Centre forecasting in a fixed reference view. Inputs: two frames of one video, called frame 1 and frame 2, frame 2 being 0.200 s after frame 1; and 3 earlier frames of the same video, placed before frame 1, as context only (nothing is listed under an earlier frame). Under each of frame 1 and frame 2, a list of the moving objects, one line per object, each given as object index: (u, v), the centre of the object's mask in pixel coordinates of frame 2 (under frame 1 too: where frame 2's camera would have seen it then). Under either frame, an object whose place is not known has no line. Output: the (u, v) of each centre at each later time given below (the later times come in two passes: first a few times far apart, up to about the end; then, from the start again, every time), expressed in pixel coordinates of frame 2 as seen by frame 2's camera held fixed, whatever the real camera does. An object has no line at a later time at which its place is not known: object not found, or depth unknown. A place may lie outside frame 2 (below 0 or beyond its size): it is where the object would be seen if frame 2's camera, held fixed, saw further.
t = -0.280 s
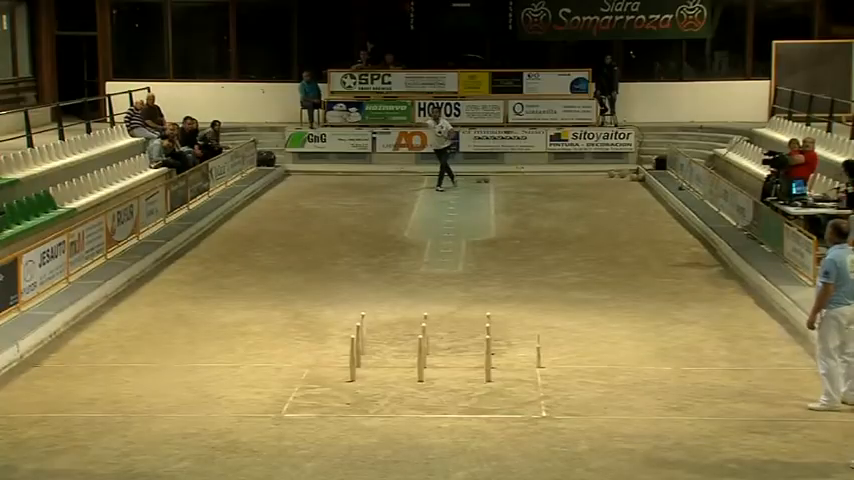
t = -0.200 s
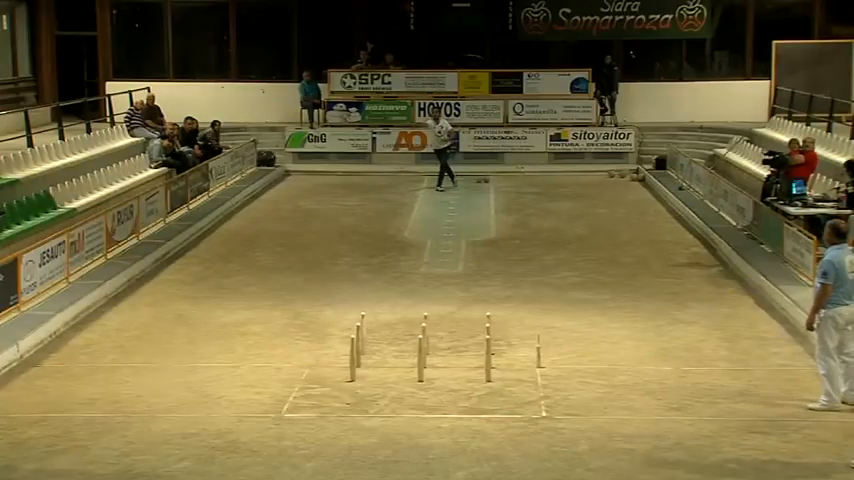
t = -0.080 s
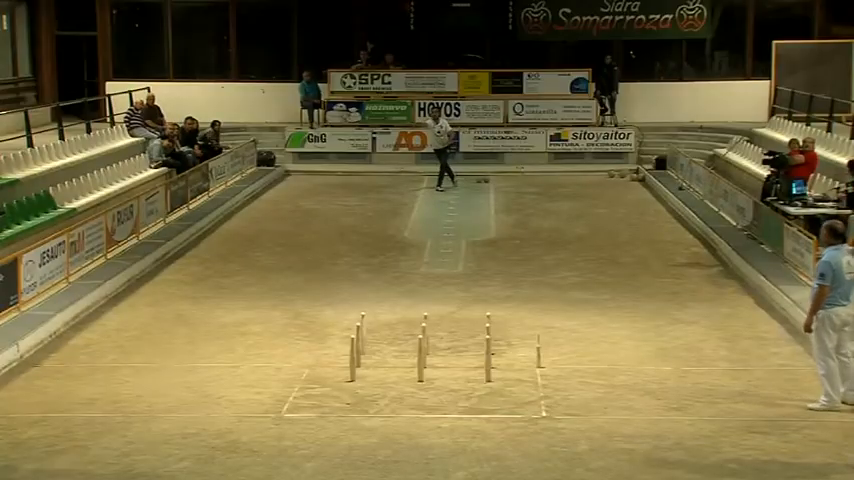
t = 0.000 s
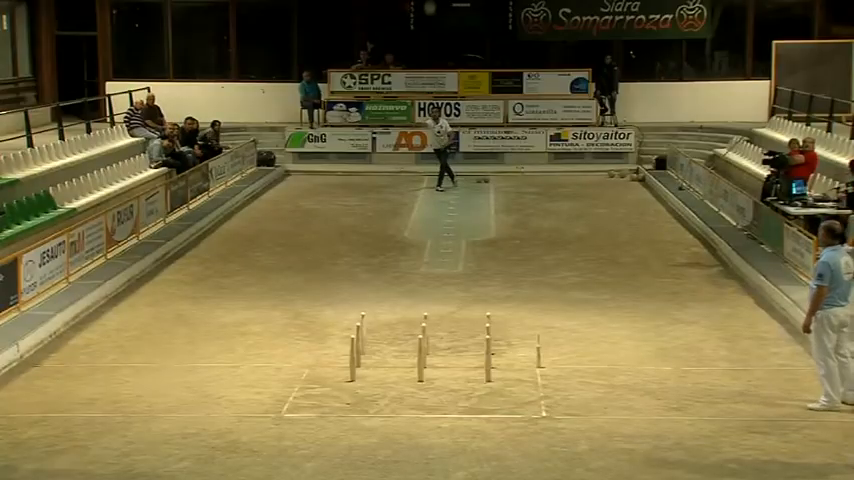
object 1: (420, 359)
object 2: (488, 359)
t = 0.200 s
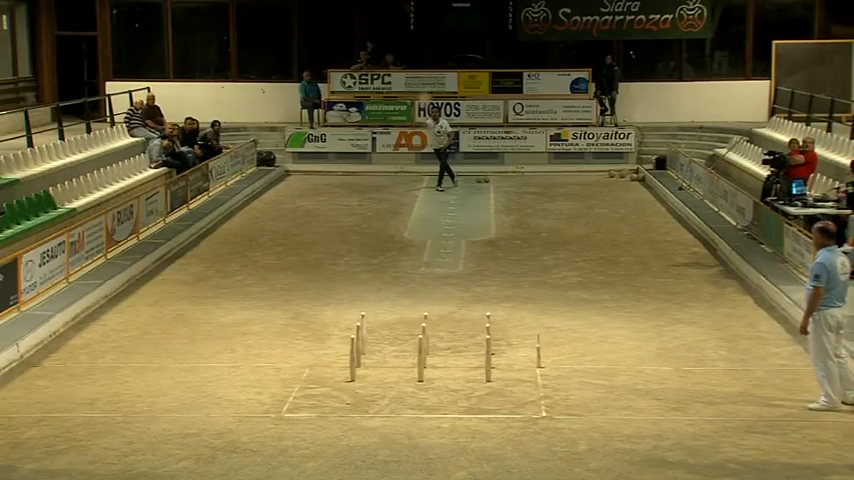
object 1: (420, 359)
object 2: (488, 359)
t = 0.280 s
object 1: (420, 359)
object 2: (488, 359)
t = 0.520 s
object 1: (420, 359)
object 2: (488, 359)
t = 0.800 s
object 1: (420, 360)
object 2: (488, 359)
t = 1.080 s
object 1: (426, 361)
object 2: (499, 375)
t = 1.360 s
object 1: (455, 392)
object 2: (513, 383)
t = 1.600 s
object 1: (456, 397)
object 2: (513, 383)
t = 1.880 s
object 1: (448, 398)
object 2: (512, 383)
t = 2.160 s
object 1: (444, 399)
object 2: (512, 383)
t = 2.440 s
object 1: (444, 399)
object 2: (512, 383)
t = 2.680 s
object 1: (444, 399)
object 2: (512, 383)
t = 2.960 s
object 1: (444, 399)
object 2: (512, 383)
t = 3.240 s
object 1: (444, 399)
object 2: (512, 383)
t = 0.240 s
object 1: (420, 359)
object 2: (488, 359)
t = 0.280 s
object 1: (420, 359)
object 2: (488, 359)
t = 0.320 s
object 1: (420, 359)
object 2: (488, 359)
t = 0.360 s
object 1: (420, 359)
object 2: (488, 359)
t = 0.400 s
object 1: (420, 359)
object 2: (488, 359)
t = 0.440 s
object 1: (420, 359)
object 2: (488, 359)
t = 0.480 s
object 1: (420, 359)
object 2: (488, 359)
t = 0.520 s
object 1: (420, 359)
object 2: (488, 359)
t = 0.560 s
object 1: (420, 359)
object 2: (488, 359)
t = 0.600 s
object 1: (420, 360)
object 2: (488, 358)
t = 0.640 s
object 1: (420, 359)
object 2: (488, 358)
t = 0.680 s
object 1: (420, 360)
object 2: (488, 359)
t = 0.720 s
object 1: (420, 359)
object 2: (488, 359)
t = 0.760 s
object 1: (420, 359)
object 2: (488, 359)
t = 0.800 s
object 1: (420, 360)
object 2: (488, 359)
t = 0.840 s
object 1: (420, 359)
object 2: (488, 358)
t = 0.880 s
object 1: (420, 359)
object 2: (488, 359)
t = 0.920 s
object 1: (420, 363)
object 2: (488, 359)
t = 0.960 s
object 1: (420, 360)
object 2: (489, 359)
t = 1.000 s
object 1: (420, 359)
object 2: (495, 367)
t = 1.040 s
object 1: (421, 359)
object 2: (496, 372)
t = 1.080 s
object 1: (426, 361)
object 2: (499, 375)
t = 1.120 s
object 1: (430, 364)
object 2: (508, 382)
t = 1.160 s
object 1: (435, 368)
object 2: (510, 382)
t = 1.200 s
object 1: (440, 374)
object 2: (512, 382)
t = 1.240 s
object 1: (438, 382)
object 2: (512, 382)
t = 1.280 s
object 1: (448, 389)
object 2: (512, 383)
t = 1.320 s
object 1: (452, 391)
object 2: (514, 383)
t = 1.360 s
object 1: (455, 392)
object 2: (513, 383)
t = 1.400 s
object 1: (455, 394)
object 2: (513, 383)
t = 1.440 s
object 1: (455, 395)
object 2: (513, 383)
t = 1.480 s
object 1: (455, 395)
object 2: (513, 383)
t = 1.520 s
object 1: (456, 396)
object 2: (512, 383)
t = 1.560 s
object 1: (456, 397)
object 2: (512, 383)
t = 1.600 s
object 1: (456, 397)
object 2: (513, 383)
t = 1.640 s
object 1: (454, 397)
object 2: (512, 383)
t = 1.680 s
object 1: (452, 397)
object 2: (512, 383)
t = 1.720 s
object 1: (451, 398)
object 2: (512, 383)
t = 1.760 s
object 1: (450, 398)
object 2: (512, 383)
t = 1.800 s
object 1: (449, 398)
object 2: (512, 383)
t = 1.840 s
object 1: (449, 398)
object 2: (512, 383)
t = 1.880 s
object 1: (448, 398)
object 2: (512, 383)
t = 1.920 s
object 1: (447, 399)
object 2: (512, 383)
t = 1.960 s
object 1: (446, 399)
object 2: (512, 383)
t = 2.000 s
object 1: (446, 399)
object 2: (512, 383)
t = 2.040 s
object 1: (445, 399)
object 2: (512, 383)
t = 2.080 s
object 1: (445, 399)
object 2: (512, 383)
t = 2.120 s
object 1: (445, 399)
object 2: (513, 383)
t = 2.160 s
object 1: (444, 399)
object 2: (512, 383)
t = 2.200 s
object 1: (444, 399)
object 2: (513, 383)
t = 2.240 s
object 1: (444, 399)
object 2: (512, 383)
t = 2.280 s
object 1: (444, 399)
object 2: (513, 383)
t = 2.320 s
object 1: (444, 399)
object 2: (512, 383)
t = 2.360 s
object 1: (444, 399)
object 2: (512, 383)
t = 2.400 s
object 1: (444, 399)
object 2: (512, 383)
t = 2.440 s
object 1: (444, 399)
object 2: (512, 383)
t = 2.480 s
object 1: (444, 399)
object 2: (512, 383)
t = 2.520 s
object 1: (444, 399)
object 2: (512, 383)
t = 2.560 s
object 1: (444, 399)
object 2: (512, 383)
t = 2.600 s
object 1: (444, 399)
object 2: (512, 383)
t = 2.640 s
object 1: (444, 399)
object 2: (512, 383)
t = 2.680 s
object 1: (444, 399)
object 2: (512, 383)
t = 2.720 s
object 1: (444, 399)
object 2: (512, 383)
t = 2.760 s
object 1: (444, 399)
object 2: (512, 383)
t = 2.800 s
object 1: (444, 399)
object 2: (512, 383)
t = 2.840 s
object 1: (444, 399)
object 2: (512, 383)
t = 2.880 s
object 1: (444, 399)
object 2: (512, 383)
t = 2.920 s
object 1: (444, 399)
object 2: (512, 383)
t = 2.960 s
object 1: (444, 399)
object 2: (512, 383)
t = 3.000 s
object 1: (444, 399)
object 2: (512, 383)
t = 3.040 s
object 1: (444, 399)
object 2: (512, 383)
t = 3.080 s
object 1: (444, 399)
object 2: (512, 383)
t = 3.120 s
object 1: (444, 399)
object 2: (512, 383)
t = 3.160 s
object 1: (444, 399)
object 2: (512, 383)
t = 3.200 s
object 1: (444, 399)
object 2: (512, 383)
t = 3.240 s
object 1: (444, 399)
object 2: (512, 383)
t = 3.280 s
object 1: (444, 399)
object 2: (512, 383)
